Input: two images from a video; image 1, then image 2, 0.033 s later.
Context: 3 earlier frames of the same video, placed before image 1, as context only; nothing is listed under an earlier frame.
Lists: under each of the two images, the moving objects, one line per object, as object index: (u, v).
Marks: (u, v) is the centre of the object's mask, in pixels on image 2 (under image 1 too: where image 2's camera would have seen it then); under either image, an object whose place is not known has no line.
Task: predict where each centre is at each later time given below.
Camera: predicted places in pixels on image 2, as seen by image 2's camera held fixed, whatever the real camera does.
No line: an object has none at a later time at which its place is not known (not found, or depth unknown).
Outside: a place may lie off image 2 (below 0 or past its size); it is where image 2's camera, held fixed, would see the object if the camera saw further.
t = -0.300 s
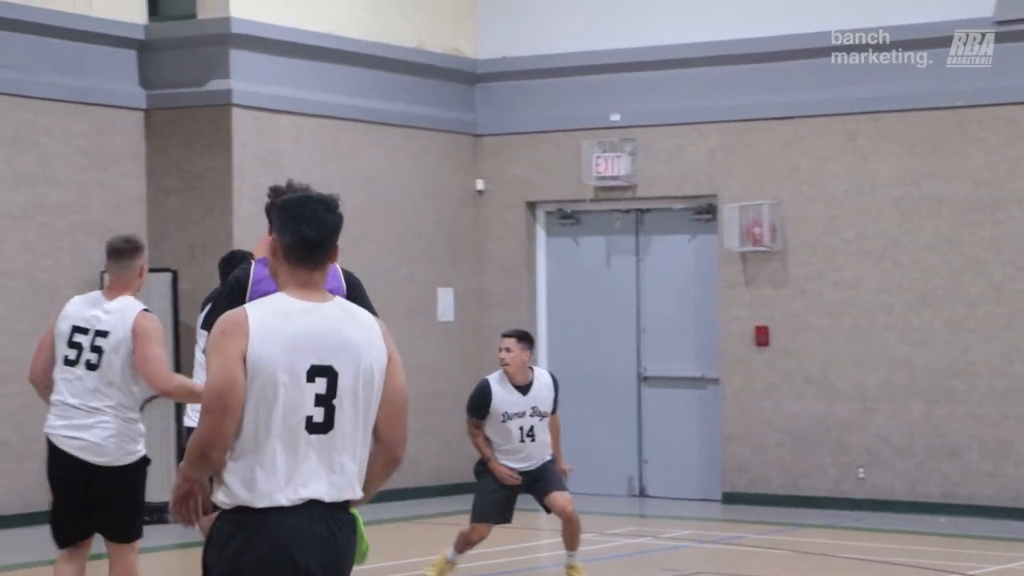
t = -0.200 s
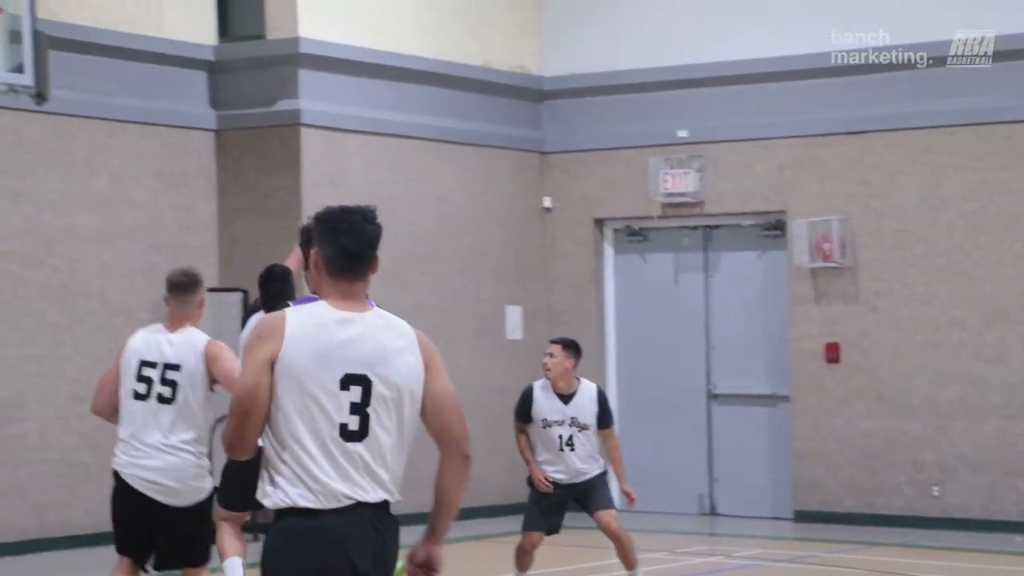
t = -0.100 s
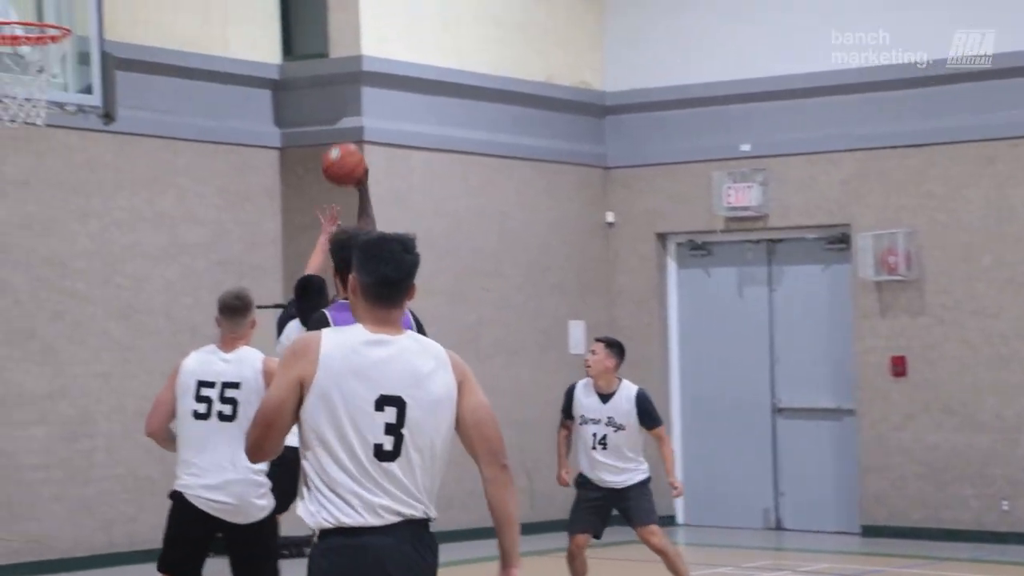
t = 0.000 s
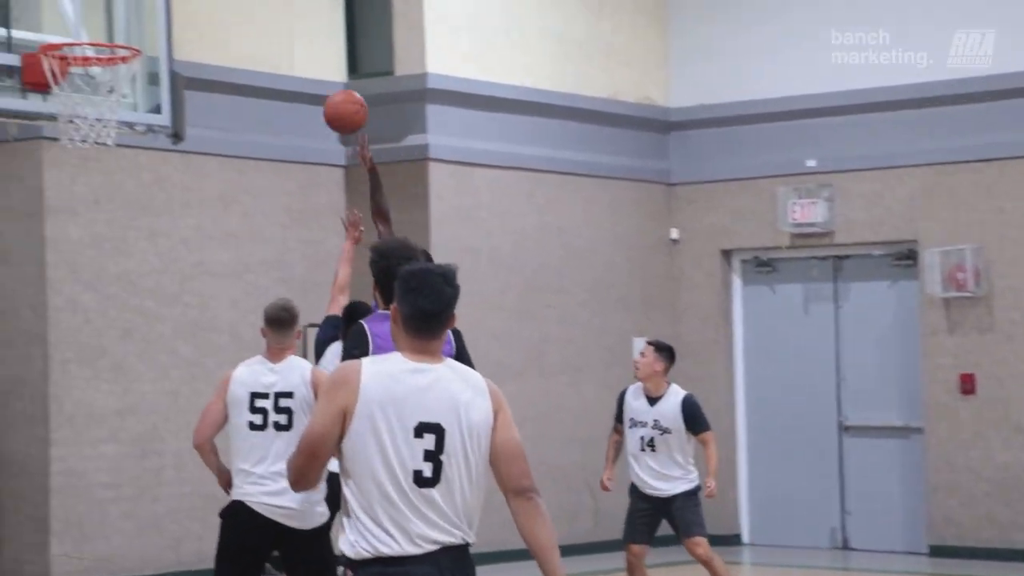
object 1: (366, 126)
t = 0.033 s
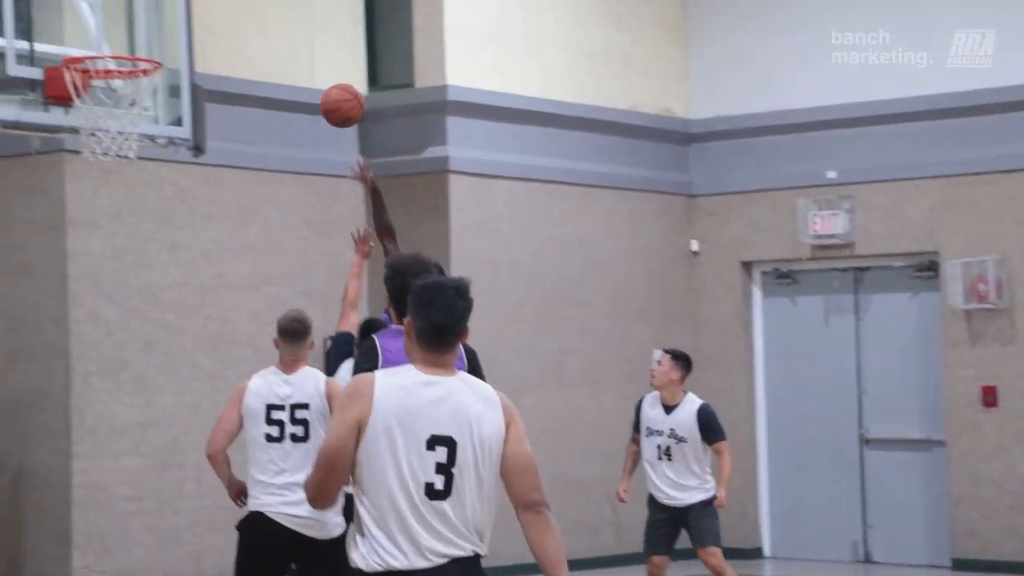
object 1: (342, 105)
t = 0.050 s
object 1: (331, 96)
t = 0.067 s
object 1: (319, 88)
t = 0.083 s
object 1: (306, 79)
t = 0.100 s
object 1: (294, 72)
